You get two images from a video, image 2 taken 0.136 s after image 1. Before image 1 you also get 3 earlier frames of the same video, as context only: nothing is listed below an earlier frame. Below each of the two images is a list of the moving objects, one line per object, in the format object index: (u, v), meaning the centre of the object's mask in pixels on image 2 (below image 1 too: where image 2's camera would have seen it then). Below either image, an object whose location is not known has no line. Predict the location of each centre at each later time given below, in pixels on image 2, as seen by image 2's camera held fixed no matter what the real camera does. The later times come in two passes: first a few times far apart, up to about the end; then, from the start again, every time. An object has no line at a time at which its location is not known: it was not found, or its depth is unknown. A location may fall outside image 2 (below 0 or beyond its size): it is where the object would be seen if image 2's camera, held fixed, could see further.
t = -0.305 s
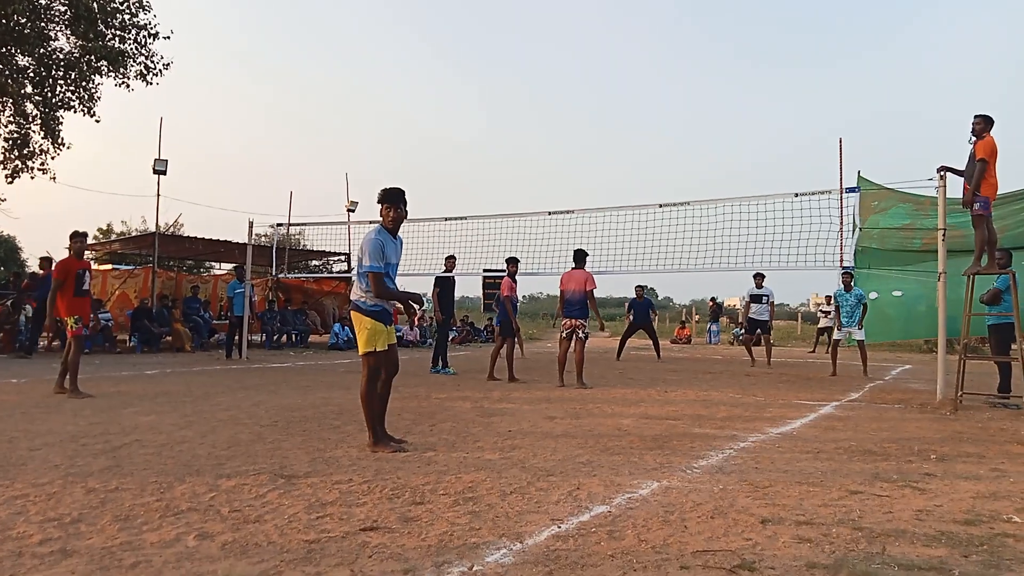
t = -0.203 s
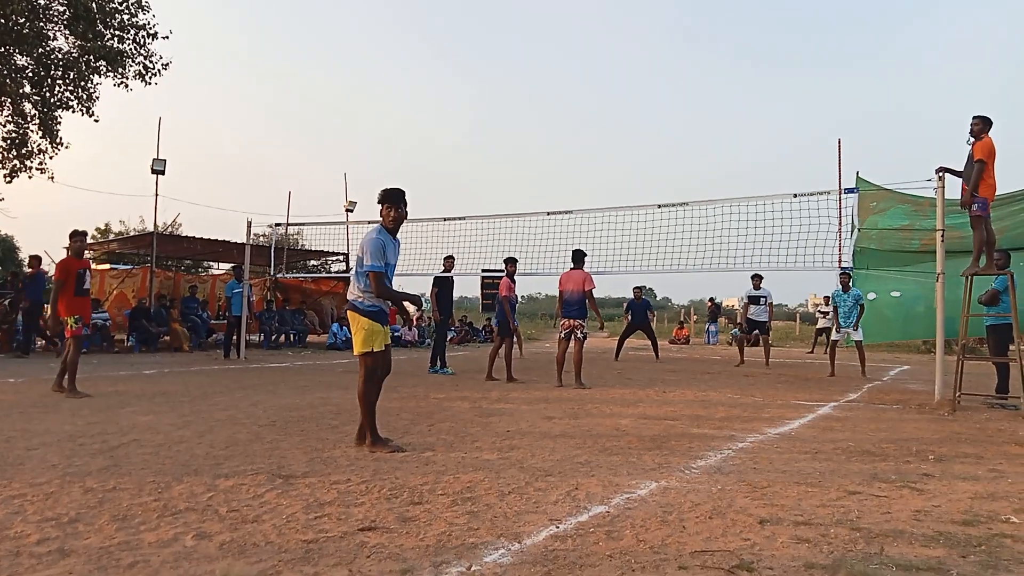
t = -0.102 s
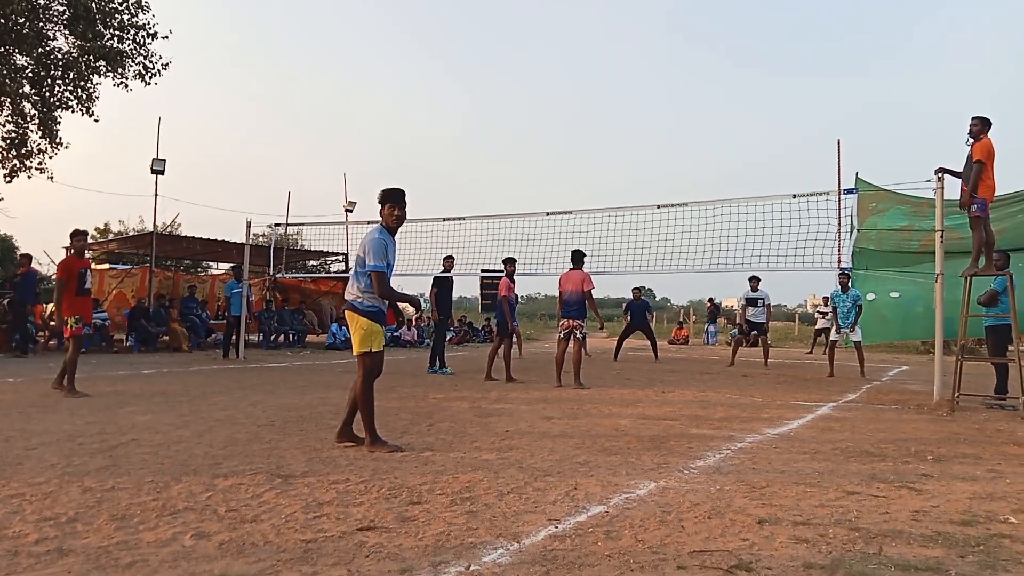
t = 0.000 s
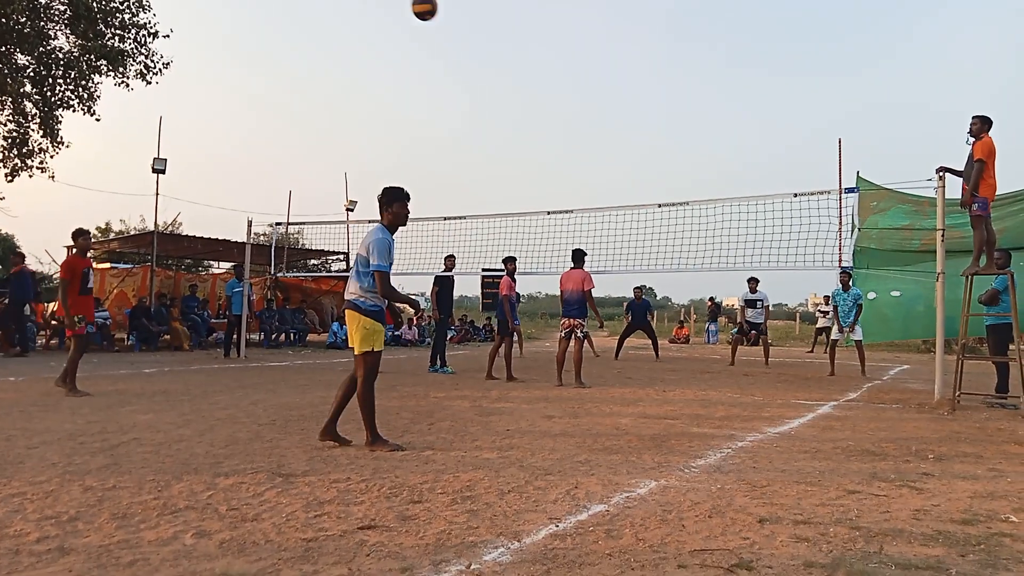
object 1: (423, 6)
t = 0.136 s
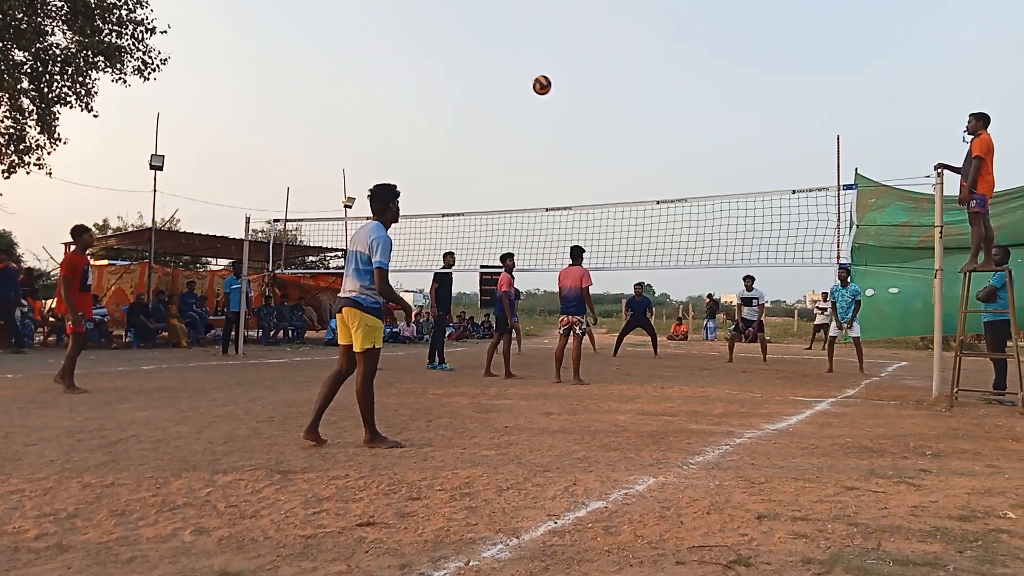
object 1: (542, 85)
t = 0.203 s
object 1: (577, 119)
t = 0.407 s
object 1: (640, 209)
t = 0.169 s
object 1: (560, 103)
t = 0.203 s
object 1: (577, 119)
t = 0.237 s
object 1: (591, 135)
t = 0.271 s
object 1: (604, 150)
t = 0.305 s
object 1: (614, 165)
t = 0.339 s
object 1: (624, 179)
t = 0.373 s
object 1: (633, 193)
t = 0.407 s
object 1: (640, 209)
